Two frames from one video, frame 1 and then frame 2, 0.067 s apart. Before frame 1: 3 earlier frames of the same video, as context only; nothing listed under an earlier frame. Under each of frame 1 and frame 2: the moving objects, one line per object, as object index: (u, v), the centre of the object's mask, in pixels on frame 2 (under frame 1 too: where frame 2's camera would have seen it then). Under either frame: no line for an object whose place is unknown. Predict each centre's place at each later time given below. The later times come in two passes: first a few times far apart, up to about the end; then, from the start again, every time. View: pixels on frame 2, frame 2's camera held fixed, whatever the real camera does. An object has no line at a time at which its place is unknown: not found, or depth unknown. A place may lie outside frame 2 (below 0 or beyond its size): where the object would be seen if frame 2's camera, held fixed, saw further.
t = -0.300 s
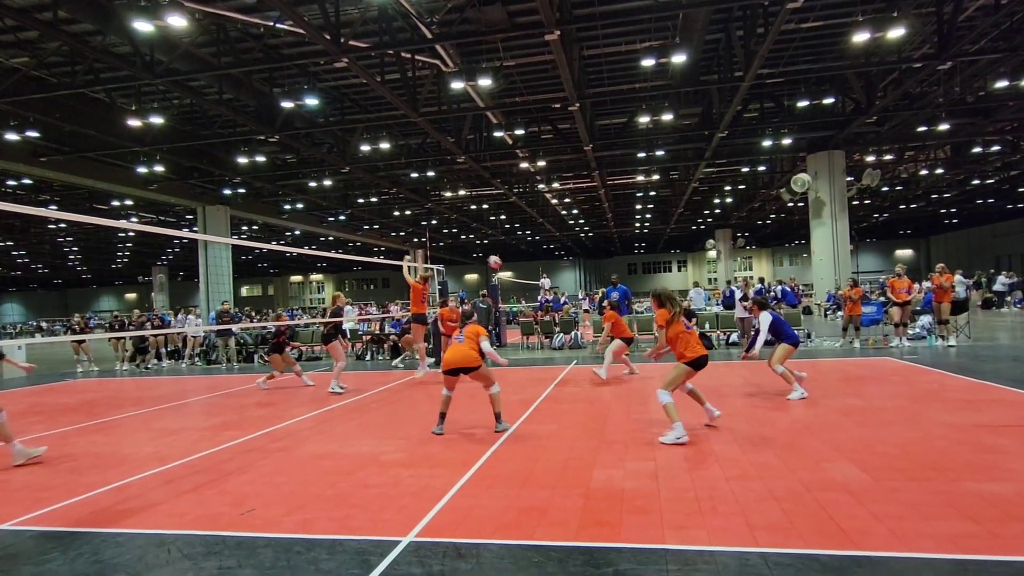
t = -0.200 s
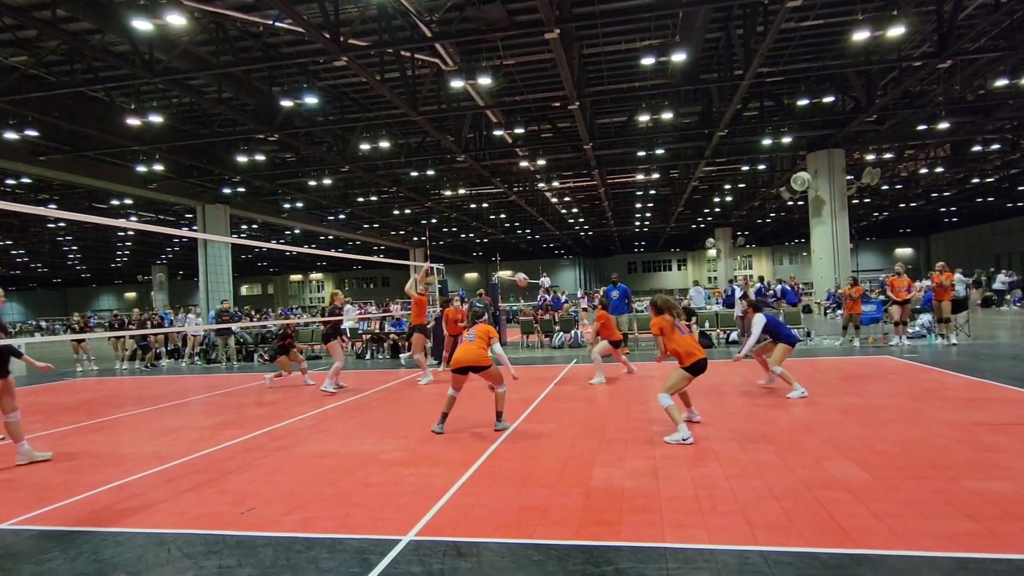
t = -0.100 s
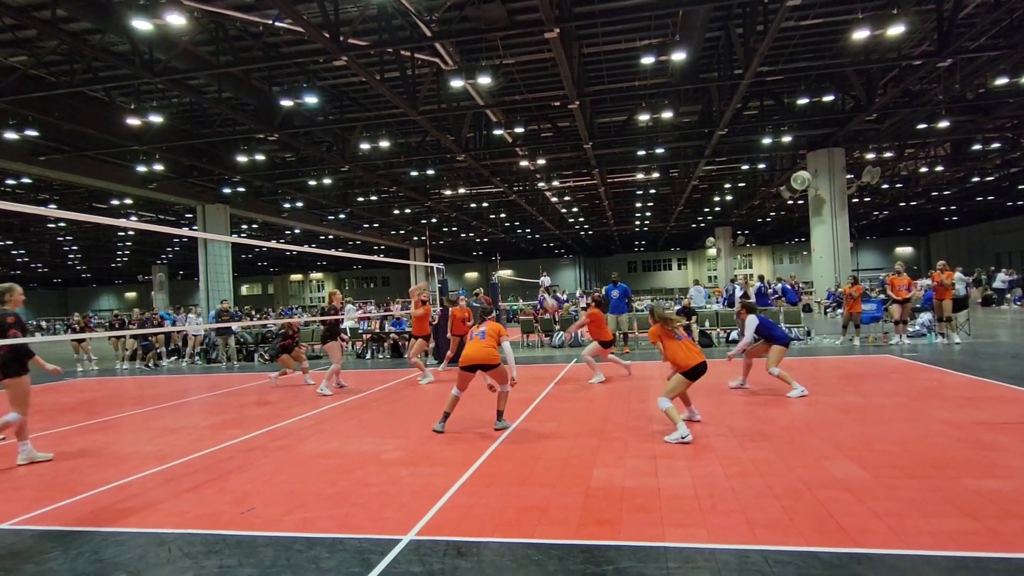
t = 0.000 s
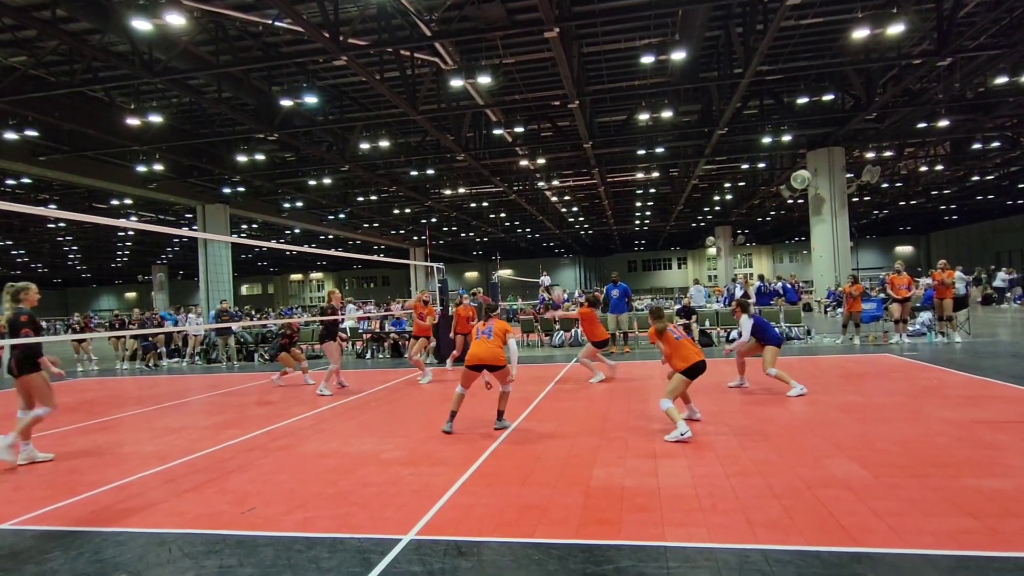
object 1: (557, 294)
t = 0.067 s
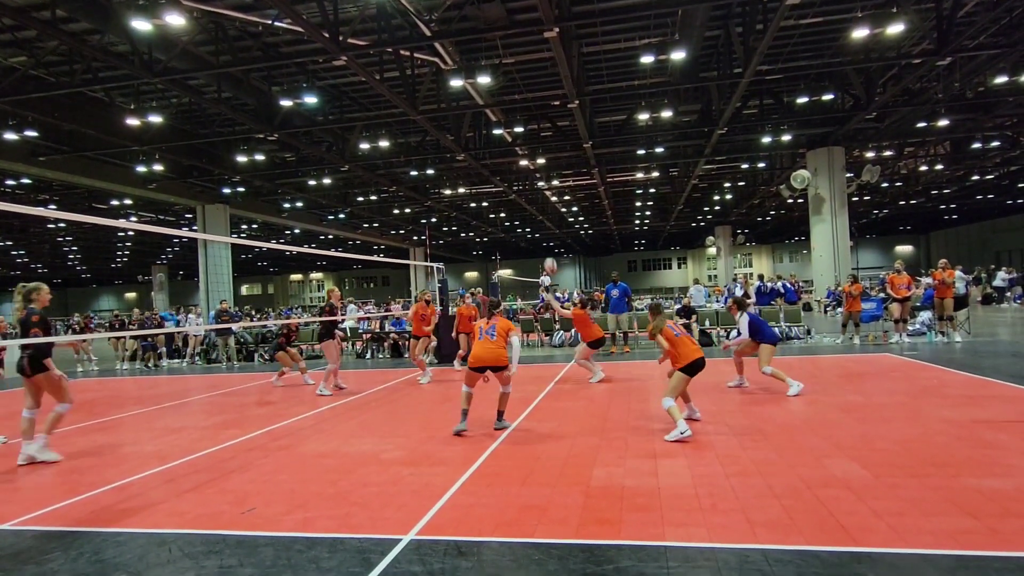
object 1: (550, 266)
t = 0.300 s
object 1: (528, 190)
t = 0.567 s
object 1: (508, 147)
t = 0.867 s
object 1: (490, 147)
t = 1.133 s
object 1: (476, 185)
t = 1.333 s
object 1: (468, 236)
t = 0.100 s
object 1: (547, 252)
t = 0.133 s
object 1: (544, 240)
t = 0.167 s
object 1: (540, 228)
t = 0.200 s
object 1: (537, 218)
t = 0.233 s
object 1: (534, 208)
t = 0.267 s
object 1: (531, 198)
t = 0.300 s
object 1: (528, 190)
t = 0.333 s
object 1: (525, 182)
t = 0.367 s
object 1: (523, 175)
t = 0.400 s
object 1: (521, 167)
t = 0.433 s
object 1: (518, 163)
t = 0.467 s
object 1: (515, 158)
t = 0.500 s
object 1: (513, 153)
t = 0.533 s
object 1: (510, 150)
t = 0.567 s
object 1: (508, 147)
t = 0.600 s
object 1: (505, 145)
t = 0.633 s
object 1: (503, 143)
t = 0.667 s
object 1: (501, 142)
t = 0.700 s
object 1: (500, 142)
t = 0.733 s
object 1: (498, 142)
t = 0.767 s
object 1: (496, 142)
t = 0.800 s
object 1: (494, 143)
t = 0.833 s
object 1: (491, 145)
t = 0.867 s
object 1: (490, 147)
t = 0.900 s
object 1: (488, 150)
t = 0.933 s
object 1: (486, 154)
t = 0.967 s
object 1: (484, 158)
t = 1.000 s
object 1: (483, 162)
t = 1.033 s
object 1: (481, 167)
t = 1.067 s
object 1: (479, 173)
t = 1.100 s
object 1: (478, 179)
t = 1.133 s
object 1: (476, 185)
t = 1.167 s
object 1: (475, 193)
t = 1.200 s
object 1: (474, 200)
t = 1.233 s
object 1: (472, 209)
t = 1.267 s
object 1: (471, 217)
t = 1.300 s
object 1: (469, 226)
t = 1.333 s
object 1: (468, 236)
